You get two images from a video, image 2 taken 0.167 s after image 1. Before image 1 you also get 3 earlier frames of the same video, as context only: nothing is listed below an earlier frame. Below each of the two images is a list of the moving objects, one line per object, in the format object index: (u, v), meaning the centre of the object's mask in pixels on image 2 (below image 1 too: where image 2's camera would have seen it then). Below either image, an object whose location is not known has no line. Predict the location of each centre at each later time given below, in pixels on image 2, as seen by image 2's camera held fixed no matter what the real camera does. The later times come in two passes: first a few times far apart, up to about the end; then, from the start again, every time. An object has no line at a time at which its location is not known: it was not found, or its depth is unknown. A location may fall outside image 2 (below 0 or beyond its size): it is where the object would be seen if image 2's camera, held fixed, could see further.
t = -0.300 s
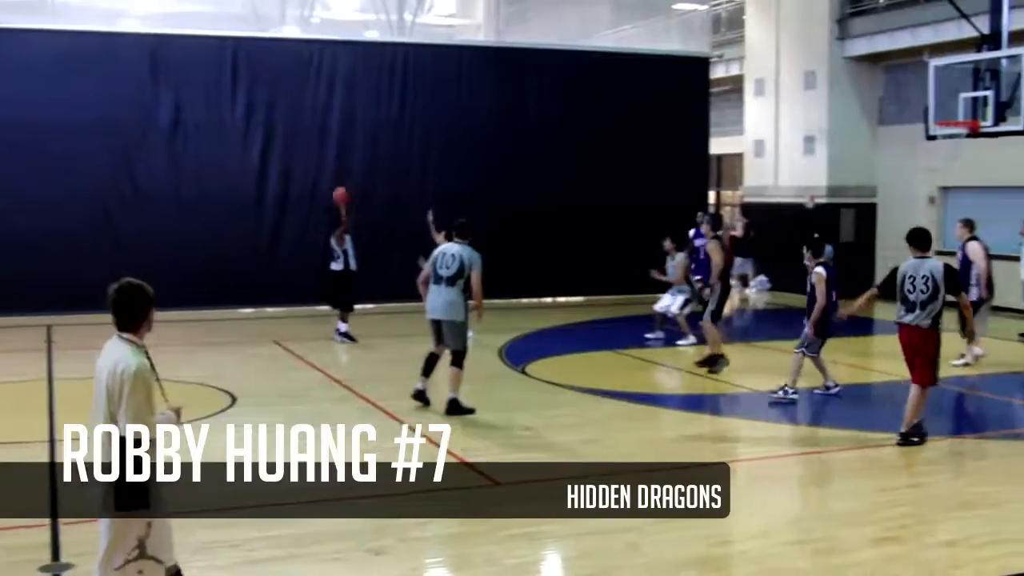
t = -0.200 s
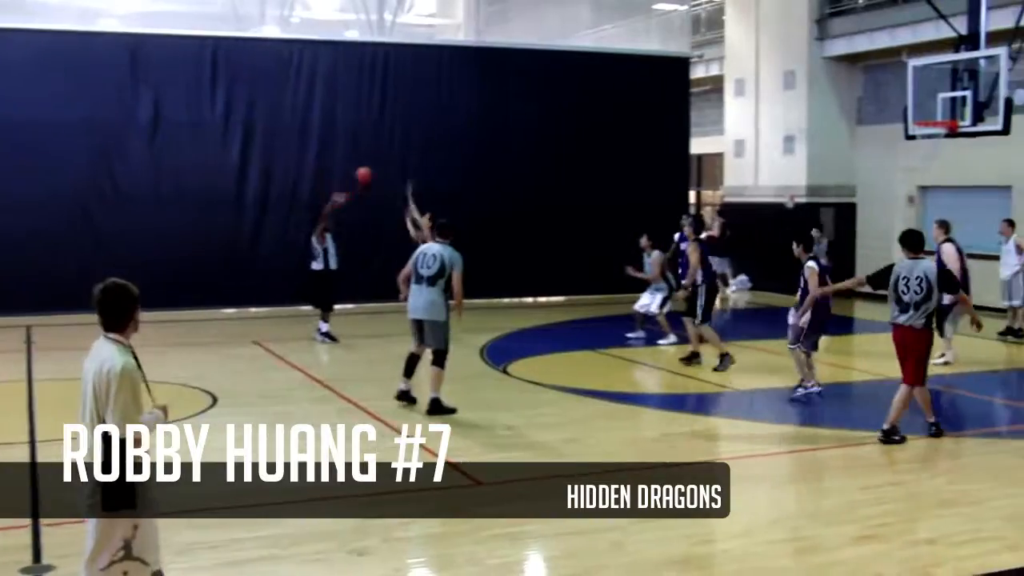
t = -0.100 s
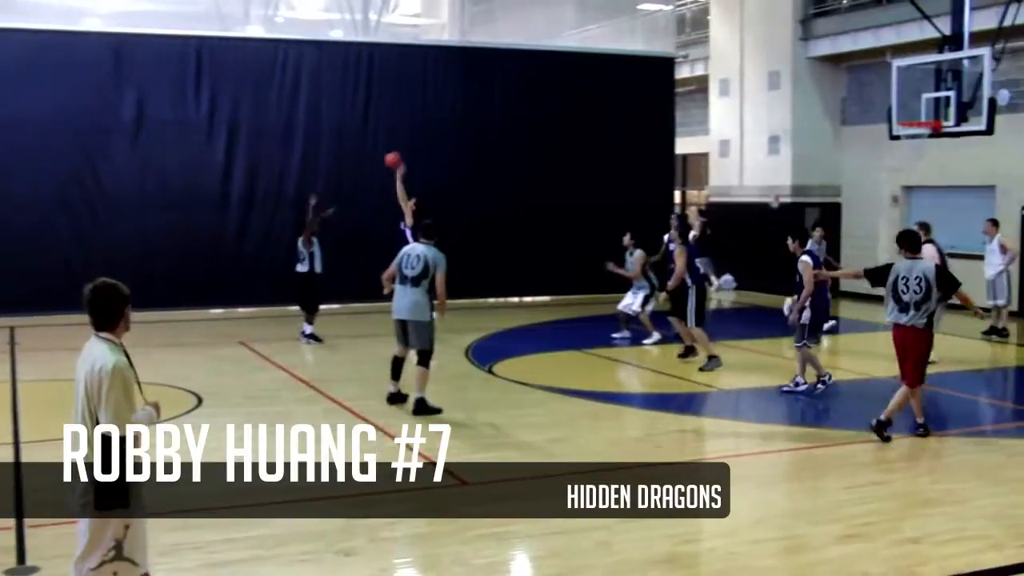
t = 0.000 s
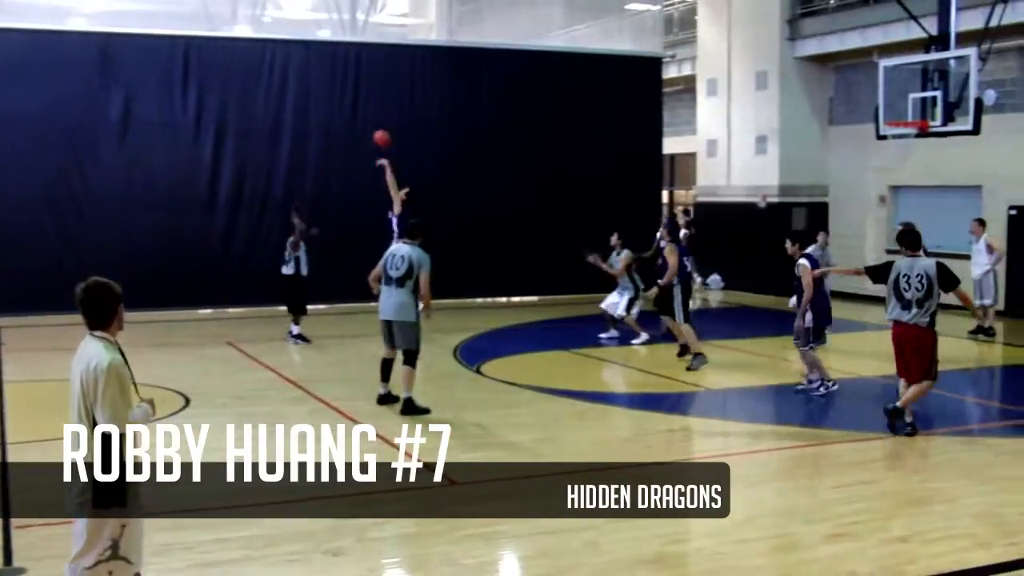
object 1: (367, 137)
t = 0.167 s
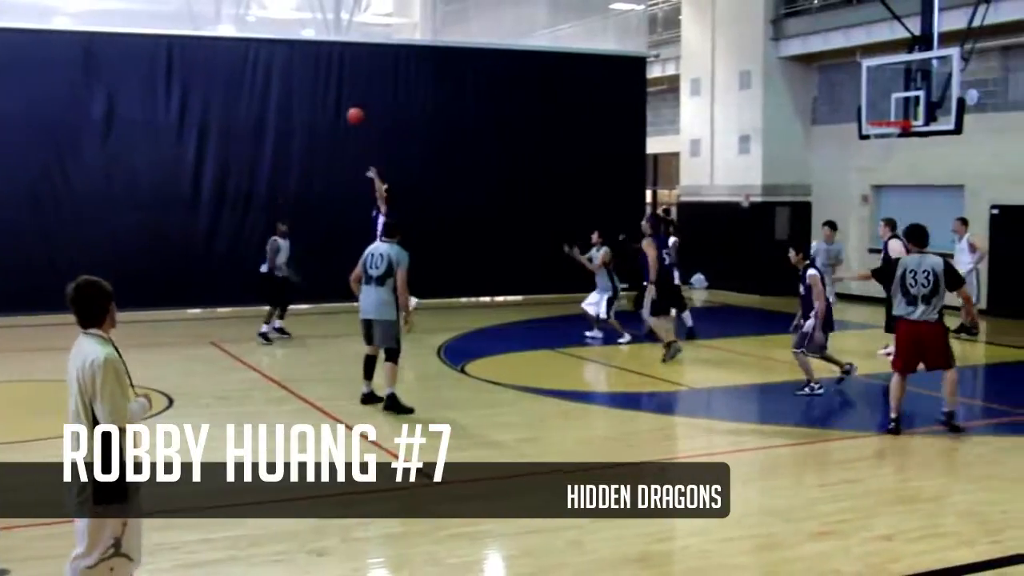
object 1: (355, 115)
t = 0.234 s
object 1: (350, 112)
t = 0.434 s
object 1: (338, 120)
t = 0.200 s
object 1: (353, 113)
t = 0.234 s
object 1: (350, 112)
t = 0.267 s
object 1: (349, 111)
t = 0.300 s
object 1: (347, 111)
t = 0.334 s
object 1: (344, 112)
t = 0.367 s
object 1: (342, 114)
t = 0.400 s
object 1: (340, 117)
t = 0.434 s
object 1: (338, 120)
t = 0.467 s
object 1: (336, 124)
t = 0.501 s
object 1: (334, 129)
